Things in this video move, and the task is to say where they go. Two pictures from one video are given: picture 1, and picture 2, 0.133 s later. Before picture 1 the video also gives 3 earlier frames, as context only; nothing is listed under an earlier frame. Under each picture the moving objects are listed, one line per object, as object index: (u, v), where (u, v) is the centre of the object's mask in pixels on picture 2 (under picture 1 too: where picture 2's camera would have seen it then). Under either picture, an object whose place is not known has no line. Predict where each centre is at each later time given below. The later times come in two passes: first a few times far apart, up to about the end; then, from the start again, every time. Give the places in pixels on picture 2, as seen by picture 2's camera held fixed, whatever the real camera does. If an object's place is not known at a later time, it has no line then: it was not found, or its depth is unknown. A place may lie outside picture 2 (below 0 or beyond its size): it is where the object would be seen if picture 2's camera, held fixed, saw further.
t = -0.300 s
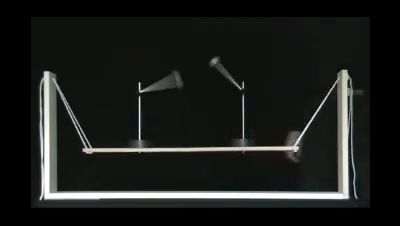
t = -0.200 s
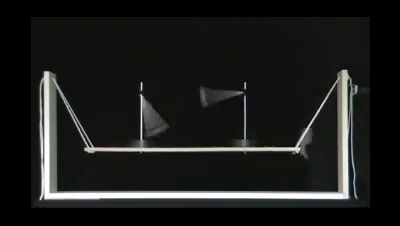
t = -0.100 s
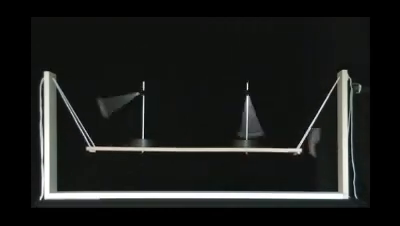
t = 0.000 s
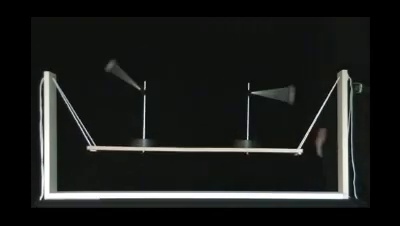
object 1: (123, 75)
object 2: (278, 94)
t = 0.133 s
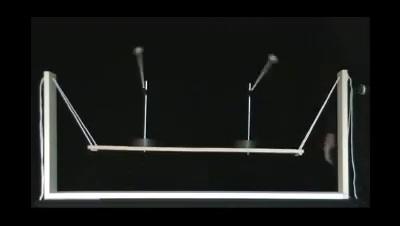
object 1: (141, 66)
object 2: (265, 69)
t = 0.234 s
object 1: (151, 65)
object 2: (257, 67)
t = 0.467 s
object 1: (153, 120)
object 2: (260, 68)
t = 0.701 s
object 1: (124, 73)
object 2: (256, 120)
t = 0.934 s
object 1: (145, 65)
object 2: (230, 74)
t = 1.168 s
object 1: (169, 82)
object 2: (237, 69)
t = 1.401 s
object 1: (115, 96)
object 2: (221, 106)
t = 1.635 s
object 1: (129, 72)
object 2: (271, 80)
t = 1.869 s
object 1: (115, 99)
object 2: (265, 71)
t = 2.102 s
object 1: (169, 84)
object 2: (255, 121)
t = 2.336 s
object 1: (160, 72)
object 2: (228, 75)
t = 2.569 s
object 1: (140, 122)
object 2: (220, 81)
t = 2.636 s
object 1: (115, 97)
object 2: (224, 112)
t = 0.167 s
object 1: (144, 65)
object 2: (262, 68)
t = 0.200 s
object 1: (148, 64)
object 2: (259, 67)
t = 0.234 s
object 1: (151, 65)
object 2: (257, 67)
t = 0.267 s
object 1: (156, 65)
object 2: (256, 67)
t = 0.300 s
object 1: (161, 69)
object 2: (255, 66)
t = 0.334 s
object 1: (165, 75)
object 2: (255, 66)
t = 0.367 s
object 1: (169, 83)
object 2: (255, 67)
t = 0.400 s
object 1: (170, 95)
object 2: (255, 67)
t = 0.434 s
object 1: (165, 109)
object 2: (257, 67)
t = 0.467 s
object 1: (153, 120)
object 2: (260, 68)
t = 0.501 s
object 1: (134, 121)
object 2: (263, 69)
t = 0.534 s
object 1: (123, 113)
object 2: (267, 72)
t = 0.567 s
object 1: (115, 103)
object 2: (271, 78)
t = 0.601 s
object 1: (113, 92)
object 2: (274, 86)
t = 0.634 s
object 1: (115, 82)
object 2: (274, 98)
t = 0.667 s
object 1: (119, 76)
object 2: (269, 110)
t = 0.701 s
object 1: (124, 73)
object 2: (256, 120)
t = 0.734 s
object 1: (129, 71)
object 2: (238, 123)
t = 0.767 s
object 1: (132, 69)
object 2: (228, 115)
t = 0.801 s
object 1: (136, 68)
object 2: (221, 103)
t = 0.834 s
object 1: (138, 67)
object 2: (220, 92)
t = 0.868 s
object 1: (140, 67)
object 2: (222, 83)
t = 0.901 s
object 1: (142, 66)
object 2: (225, 77)
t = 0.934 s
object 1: (145, 65)
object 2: (230, 74)
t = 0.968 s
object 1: (147, 67)
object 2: (234, 72)
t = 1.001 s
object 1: (149, 66)
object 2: (236, 70)
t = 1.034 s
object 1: (152, 67)
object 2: (237, 69)
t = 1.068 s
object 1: (156, 68)
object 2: (238, 69)
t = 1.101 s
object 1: (160, 70)
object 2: (239, 68)
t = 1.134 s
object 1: (165, 75)
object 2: (238, 68)
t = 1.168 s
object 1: (169, 82)
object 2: (237, 69)
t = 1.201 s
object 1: (171, 93)
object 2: (235, 70)
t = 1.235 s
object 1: (168, 106)
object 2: (233, 71)
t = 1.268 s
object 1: (158, 117)
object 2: (230, 74)
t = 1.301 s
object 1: (142, 123)
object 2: (224, 77)
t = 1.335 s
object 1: (128, 115)
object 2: (220, 84)
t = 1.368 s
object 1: (120, 106)
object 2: (219, 94)
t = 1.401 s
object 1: (115, 96)
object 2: (221, 106)
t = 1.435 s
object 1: (115, 86)
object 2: (230, 117)
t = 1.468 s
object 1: (118, 80)
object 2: (243, 124)
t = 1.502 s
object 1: (121, 76)
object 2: (259, 118)
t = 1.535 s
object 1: (124, 73)
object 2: (269, 109)
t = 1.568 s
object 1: (127, 73)
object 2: (273, 97)
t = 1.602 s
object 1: (128, 72)
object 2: (274, 87)
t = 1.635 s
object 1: (129, 72)
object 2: (271, 80)
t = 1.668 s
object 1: (129, 73)
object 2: (268, 74)
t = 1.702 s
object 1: (127, 72)
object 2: (265, 71)
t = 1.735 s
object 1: (125, 73)
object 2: (263, 70)
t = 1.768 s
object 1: (123, 76)
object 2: (262, 70)
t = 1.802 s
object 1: (117, 80)
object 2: (262, 69)
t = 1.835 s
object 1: (117, 87)
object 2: (263, 70)
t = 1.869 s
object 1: (115, 99)
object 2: (265, 71)
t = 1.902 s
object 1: (120, 110)
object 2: (268, 73)
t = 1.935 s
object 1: (132, 119)
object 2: (272, 76)
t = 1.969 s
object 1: (147, 123)
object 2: (275, 82)
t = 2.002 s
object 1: (160, 115)
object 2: (278, 91)
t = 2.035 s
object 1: (167, 104)
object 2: (275, 103)
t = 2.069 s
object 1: (170, 93)
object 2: (267, 115)
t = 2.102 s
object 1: (169, 84)
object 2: (255, 121)
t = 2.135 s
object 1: (166, 78)
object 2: (238, 121)
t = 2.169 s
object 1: (164, 74)
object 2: (227, 111)
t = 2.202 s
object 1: (161, 72)
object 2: (222, 101)
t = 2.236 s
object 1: (160, 71)
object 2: (221, 91)
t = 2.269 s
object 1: (159, 71)
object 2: (222, 83)
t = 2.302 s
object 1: (160, 71)
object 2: (225, 78)
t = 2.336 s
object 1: (160, 72)
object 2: (228, 75)
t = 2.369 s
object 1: (163, 75)
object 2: (230, 73)
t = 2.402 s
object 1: (166, 79)
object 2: (231, 72)
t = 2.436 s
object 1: (168, 86)
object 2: (231, 72)
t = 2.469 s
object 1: (169, 96)
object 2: (230, 73)
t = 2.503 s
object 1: (165, 108)
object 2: (228, 74)
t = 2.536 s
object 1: (155, 119)
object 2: (225, 77)
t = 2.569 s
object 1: (140, 122)
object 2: (220, 81)
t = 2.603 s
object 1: (119, 107)
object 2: (218, 100)
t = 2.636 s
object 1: (115, 97)
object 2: (224, 112)
